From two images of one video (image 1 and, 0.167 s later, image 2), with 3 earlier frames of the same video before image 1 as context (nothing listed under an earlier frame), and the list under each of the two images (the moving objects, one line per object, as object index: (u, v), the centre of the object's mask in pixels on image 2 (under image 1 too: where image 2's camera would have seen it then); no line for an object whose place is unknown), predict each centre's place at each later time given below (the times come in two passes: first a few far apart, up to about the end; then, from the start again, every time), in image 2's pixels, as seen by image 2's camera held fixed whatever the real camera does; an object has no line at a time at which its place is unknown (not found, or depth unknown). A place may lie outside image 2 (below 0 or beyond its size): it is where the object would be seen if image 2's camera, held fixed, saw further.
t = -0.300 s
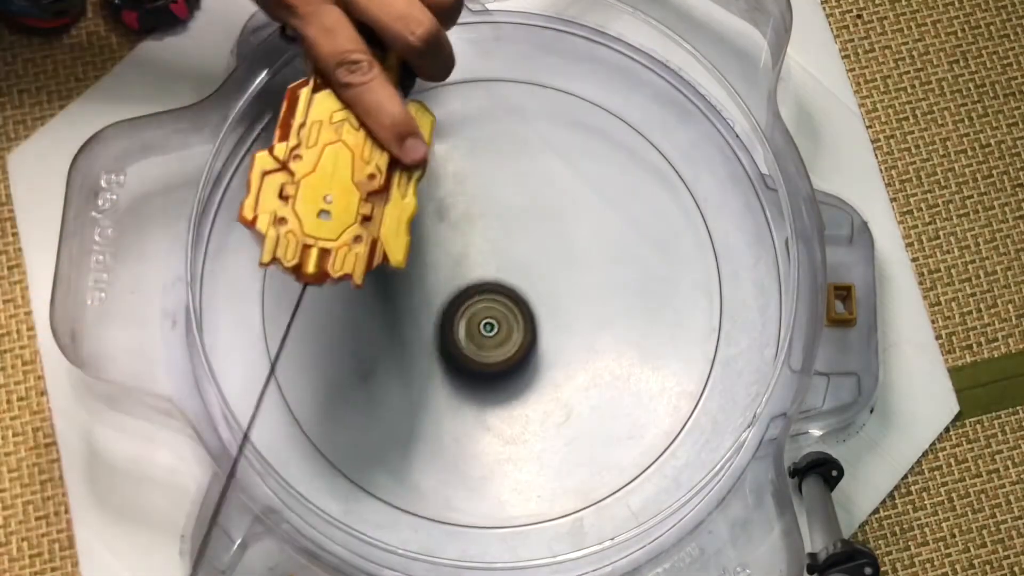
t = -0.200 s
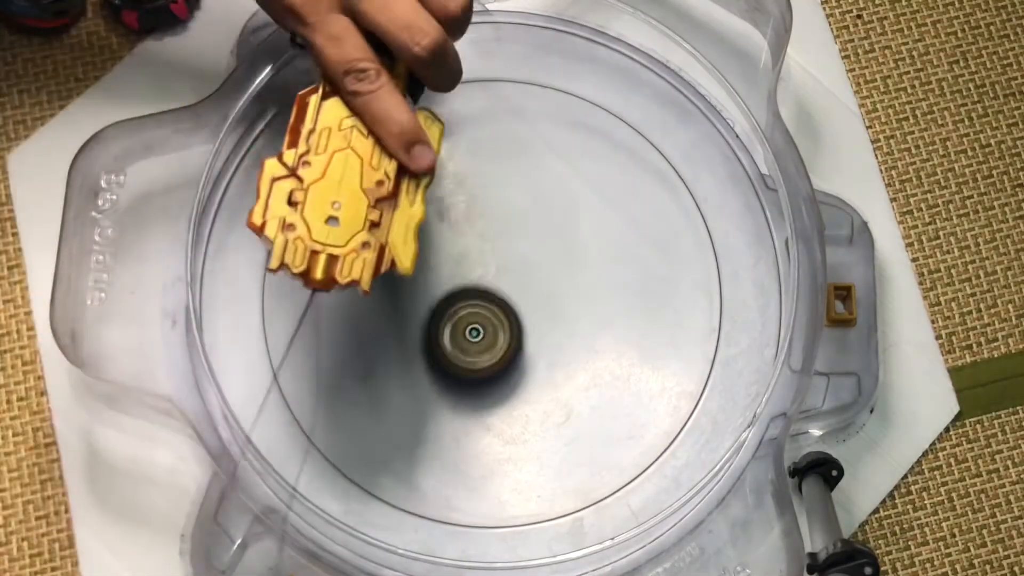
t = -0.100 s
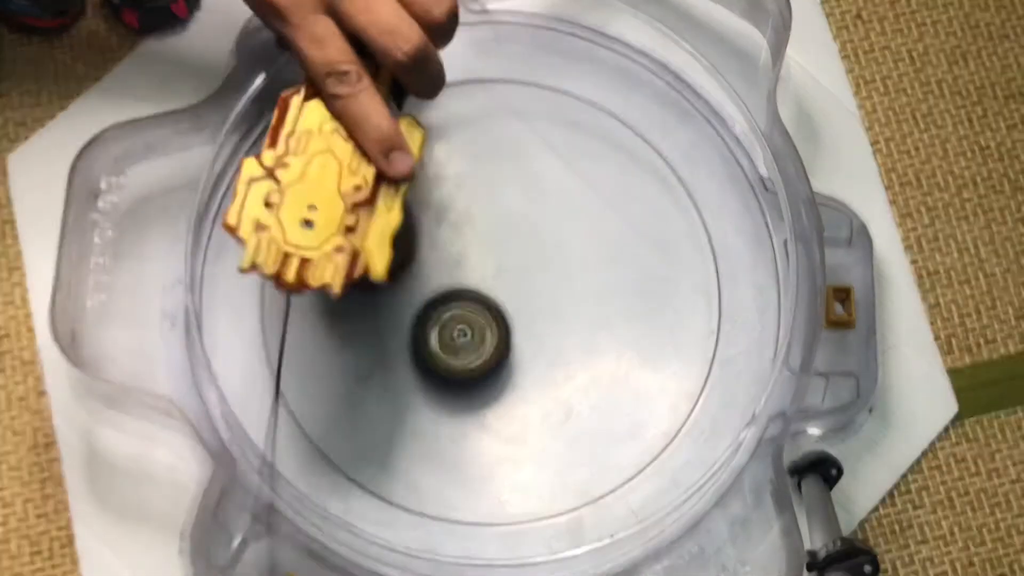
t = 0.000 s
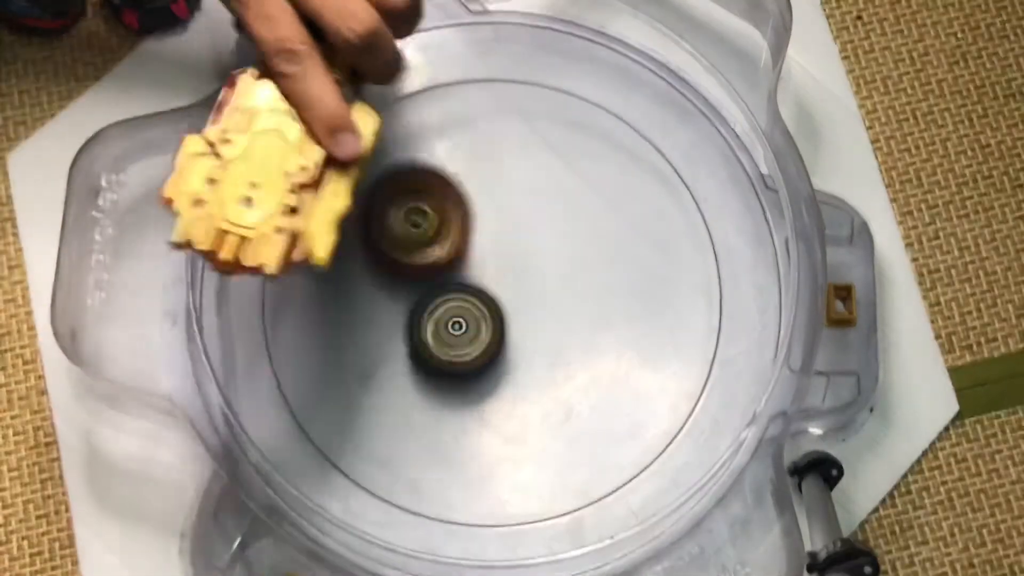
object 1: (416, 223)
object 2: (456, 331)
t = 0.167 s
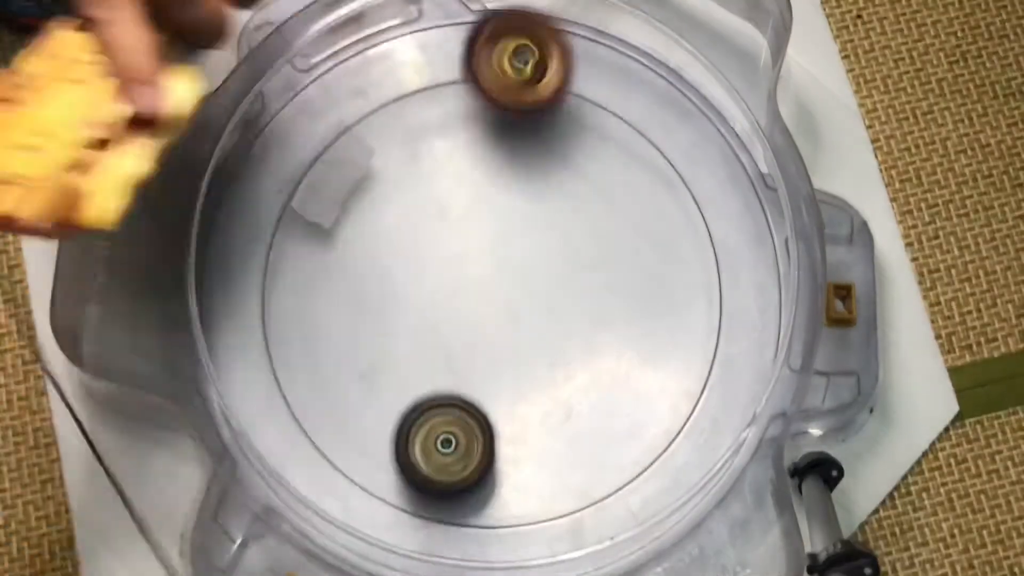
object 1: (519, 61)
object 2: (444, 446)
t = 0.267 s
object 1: (559, 39)
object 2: (437, 447)
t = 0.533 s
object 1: (549, 113)
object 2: (424, 379)
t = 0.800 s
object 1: (460, 172)
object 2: (461, 314)
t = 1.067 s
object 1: (464, 192)
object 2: (499, 299)
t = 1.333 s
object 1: (500, 153)
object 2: (503, 322)
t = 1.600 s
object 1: (544, 196)
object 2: (495, 317)
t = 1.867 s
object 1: (564, 167)
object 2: (482, 312)
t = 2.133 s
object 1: (588, 211)
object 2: (448, 331)
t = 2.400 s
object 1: (584, 219)
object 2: (450, 293)
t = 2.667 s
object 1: (629, 295)
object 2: (446, 279)
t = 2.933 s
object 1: (617, 266)
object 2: (473, 286)
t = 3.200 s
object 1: (630, 326)
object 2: (427, 287)
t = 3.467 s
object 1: (579, 320)
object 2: (464, 281)
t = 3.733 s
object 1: (598, 390)
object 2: (450, 255)
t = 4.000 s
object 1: (553, 355)
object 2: (483, 267)
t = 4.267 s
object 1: (531, 412)
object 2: (478, 231)
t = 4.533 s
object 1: (481, 375)
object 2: (502, 262)
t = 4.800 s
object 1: (442, 518)
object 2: (599, 73)
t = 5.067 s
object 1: (482, 343)
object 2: (645, 162)
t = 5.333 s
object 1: (333, 177)
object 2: (457, 377)
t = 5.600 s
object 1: (363, 131)
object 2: (286, 433)
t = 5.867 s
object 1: (533, 111)
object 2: (410, 434)
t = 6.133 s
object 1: (580, 199)
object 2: (564, 341)
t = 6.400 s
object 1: (548, 172)
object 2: (551, 366)
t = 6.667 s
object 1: (494, 218)
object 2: (461, 331)
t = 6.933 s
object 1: (473, 236)
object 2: (438, 346)
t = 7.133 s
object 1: (495, 237)
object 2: (431, 346)
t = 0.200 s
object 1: (534, 47)
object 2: (441, 450)
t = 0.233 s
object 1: (548, 40)
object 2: (439, 448)
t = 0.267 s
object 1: (559, 39)
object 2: (437, 447)
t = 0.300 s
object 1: (569, 43)
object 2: (436, 442)
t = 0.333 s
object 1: (577, 49)
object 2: (435, 434)
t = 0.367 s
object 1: (580, 54)
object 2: (434, 428)
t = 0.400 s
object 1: (579, 60)
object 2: (431, 421)
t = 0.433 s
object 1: (576, 70)
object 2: (427, 413)
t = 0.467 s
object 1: (571, 81)
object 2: (425, 403)
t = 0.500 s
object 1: (562, 94)
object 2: (424, 392)
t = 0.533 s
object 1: (549, 113)
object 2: (424, 379)
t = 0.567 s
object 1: (533, 137)
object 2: (426, 365)
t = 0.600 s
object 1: (514, 156)
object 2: (429, 352)
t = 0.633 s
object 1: (495, 172)
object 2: (433, 338)
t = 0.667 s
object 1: (477, 183)
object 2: (439, 323)
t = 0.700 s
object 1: (464, 190)
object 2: (446, 311)
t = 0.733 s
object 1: (458, 190)
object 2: (453, 303)
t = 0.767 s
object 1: (460, 179)
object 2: (457, 310)
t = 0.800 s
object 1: (460, 172)
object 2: (461, 314)
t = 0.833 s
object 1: (457, 165)
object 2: (466, 314)
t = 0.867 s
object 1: (455, 163)
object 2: (471, 313)
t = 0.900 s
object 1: (452, 164)
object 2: (477, 311)
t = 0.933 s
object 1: (450, 167)
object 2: (481, 308)
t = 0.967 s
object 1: (449, 172)
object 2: (486, 304)
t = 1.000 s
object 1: (451, 179)
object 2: (490, 301)
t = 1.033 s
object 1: (456, 188)
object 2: (494, 299)
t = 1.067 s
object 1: (464, 192)
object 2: (499, 299)
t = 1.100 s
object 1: (476, 187)
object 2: (501, 307)
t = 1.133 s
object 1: (487, 180)
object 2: (502, 315)
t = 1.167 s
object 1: (494, 173)
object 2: (503, 320)
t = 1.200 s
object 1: (498, 165)
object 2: (504, 322)
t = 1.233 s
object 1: (500, 160)
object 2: (504, 323)
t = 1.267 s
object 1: (501, 156)
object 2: (503, 324)
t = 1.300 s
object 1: (501, 153)
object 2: (503, 323)
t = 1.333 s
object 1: (500, 153)
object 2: (503, 322)
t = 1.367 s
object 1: (500, 155)
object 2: (503, 320)
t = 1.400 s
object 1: (499, 160)
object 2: (502, 318)
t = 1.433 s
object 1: (500, 166)
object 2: (502, 316)
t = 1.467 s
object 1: (503, 175)
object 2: (502, 315)
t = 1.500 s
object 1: (509, 184)
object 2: (501, 312)
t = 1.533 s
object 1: (518, 193)
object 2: (502, 310)
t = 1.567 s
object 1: (529, 199)
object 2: (501, 310)
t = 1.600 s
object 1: (544, 196)
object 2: (495, 317)
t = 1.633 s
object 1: (556, 193)
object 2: (491, 321)
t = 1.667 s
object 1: (565, 189)
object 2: (487, 323)
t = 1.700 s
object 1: (571, 183)
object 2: (485, 324)
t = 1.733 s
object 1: (575, 177)
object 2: (483, 324)
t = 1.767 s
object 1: (575, 173)
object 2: (482, 321)
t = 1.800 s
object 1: (574, 168)
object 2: (482, 319)
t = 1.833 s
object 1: (569, 165)
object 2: (482, 316)
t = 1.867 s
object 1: (564, 167)
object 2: (482, 312)
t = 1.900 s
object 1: (558, 172)
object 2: (482, 309)
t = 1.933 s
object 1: (554, 180)
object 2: (483, 305)
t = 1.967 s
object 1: (550, 193)
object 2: (484, 301)
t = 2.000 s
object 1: (549, 208)
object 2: (484, 299)
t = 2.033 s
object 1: (559, 212)
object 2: (474, 309)
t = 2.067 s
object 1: (570, 213)
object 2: (463, 319)
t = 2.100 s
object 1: (580, 213)
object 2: (454, 326)
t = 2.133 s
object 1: (588, 211)
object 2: (448, 331)
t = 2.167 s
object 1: (594, 209)
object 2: (444, 332)
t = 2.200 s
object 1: (596, 206)
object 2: (443, 331)
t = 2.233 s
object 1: (598, 204)
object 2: (442, 325)
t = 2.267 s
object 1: (597, 204)
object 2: (441, 321)
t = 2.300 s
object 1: (594, 204)
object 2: (442, 314)
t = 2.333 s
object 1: (592, 207)
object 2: (444, 307)
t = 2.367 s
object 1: (588, 213)
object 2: (446, 300)
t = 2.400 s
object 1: (584, 219)
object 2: (450, 293)
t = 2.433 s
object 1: (582, 229)
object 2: (454, 289)
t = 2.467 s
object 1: (581, 239)
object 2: (460, 284)
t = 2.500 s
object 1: (580, 251)
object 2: (465, 283)
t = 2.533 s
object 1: (581, 264)
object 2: (468, 281)
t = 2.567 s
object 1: (594, 275)
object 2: (459, 279)
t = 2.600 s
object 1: (606, 286)
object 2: (452, 280)
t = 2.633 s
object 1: (618, 292)
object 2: (448, 281)
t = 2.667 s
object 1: (629, 295)
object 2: (446, 279)
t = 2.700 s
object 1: (640, 294)
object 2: (446, 282)
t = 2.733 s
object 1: (649, 290)
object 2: (448, 282)
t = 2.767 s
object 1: (655, 284)
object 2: (451, 282)
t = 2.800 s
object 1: (657, 276)
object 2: (454, 283)
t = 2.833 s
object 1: (653, 269)
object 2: (459, 283)
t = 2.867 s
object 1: (644, 264)
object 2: (463, 284)
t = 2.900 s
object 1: (632, 263)
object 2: (468, 285)
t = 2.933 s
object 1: (617, 266)
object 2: (473, 286)
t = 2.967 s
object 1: (601, 273)
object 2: (478, 285)
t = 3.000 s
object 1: (591, 285)
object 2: (477, 288)
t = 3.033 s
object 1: (597, 295)
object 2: (460, 286)
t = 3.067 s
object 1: (604, 306)
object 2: (446, 289)
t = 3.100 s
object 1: (610, 315)
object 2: (437, 287)
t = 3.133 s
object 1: (616, 322)
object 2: (430, 287)
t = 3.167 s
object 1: (624, 325)
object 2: (427, 287)
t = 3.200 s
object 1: (630, 326)
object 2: (427, 287)
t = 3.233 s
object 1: (636, 324)
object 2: (428, 286)
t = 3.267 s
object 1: (638, 320)
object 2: (431, 284)
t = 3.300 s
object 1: (636, 316)
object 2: (435, 283)
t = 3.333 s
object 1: (630, 311)
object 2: (439, 282)
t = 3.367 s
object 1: (620, 308)
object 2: (445, 281)
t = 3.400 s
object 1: (608, 309)
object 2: (451, 281)
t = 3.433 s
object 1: (593, 312)
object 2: (458, 280)
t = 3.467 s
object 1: (579, 320)
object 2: (464, 281)
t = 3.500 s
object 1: (567, 329)
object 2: (468, 280)
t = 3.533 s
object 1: (569, 346)
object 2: (459, 273)
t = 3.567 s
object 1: (571, 360)
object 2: (451, 267)
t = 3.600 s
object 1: (576, 372)
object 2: (447, 262)
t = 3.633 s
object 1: (581, 381)
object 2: (445, 261)
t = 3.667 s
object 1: (587, 387)
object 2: (445, 258)
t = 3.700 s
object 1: (593, 390)
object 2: (448, 257)
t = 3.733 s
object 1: (598, 390)
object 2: (450, 255)
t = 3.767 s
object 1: (601, 387)
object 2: (455, 256)
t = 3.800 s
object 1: (603, 383)
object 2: (460, 255)
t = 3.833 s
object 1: (602, 376)
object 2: (465, 257)
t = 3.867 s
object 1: (597, 369)
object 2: (470, 259)
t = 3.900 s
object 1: (589, 361)
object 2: (475, 263)
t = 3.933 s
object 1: (578, 355)
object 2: (479, 266)
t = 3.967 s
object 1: (564, 351)
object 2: (484, 270)
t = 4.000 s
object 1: (553, 355)
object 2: (483, 267)
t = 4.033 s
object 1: (546, 366)
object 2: (476, 254)
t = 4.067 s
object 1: (540, 377)
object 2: (471, 245)
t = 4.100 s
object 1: (536, 386)
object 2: (469, 238)
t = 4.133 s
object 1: (533, 395)
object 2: (469, 232)
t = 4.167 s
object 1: (532, 402)
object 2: (470, 230)
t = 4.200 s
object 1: (531, 407)
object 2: (472, 231)
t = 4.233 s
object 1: (531, 411)
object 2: (474, 230)
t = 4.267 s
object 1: (531, 412)
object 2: (478, 231)
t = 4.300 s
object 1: (531, 411)
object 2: (481, 232)
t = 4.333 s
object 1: (530, 408)
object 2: (485, 236)
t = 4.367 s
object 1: (527, 403)
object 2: (489, 238)
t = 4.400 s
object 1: (523, 397)
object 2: (492, 243)
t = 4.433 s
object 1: (515, 390)
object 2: (495, 248)
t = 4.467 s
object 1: (507, 384)
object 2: (498, 253)
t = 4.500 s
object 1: (496, 377)
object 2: (500, 258)
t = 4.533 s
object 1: (481, 375)
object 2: (502, 262)
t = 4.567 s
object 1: (456, 416)
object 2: (514, 214)
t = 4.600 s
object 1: (440, 454)
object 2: (529, 164)
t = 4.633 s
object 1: (432, 489)
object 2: (544, 122)
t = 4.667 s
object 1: (433, 503)
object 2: (560, 89)
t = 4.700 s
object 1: (433, 523)
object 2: (571, 75)
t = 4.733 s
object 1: (433, 530)
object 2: (581, 69)
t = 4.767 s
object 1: (438, 524)
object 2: (590, 69)
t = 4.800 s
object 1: (442, 518)
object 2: (599, 73)
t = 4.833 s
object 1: (447, 505)
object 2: (606, 75)
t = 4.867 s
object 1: (456, 491)
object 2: (612, 81)
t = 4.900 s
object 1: (467, 470)
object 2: (619, 88)
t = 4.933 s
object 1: (478, 447)
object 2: (623, 96)
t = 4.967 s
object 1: (484, 423)
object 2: (630, 108)
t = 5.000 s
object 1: (488, 397)
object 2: (637, 121)
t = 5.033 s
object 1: (487, 371)
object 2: (643, 139)
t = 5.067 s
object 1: (482, 343)
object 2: (645, 162)
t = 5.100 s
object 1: (471, 313)
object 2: (645, 193)
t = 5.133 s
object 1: (459, 285)
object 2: (638, 225)
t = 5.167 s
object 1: (443, 259)
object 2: (623, 262)
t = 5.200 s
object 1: (425, 235)
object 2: (600, 294)
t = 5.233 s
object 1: (403, 212)
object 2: (569, 325)
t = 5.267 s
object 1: (381, 195)
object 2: (534, 349)
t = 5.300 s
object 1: (357, 184)
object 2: (496, 366)
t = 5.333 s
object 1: (333, 177)
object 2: (457, 377)
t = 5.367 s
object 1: (315, 176)
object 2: (418, 380)
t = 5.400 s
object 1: (306, 184)
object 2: (383, 375)
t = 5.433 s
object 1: (306, 199)
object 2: (353, 365)
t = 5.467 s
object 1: (310, 217)
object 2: (329, 350)
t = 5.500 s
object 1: (320, 211)
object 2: (308, 356)
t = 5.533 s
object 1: (331, 180)
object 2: (292, 386)
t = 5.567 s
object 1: (343, 150)
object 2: (288, 411)
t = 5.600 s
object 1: (363, 131)
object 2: (286, 433)
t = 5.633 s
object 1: (384, 126)
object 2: (291, 449)
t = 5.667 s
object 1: (410, 118)
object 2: (300, 457)
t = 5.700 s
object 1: (436, 113)
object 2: (314, 458)
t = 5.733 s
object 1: (457, 109)
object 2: (331, 458)
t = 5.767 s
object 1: (478, 106)
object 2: (348, 459)
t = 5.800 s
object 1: (499, 106)
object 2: (367, 454)
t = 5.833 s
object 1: (518, 102)
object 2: (388, 446)
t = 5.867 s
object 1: (533, 111)
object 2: (410, 434)
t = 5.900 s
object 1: (548, 116)
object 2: (434, 421)
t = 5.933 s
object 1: (559, 125)
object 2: (458, 407)
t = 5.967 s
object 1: (568, 135)
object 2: (480, 394)
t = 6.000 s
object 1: (574, 146)
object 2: (502, 382)
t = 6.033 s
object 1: (578, 159)
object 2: (521, 370)
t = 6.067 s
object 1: (580, 172)
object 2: (539, 357)
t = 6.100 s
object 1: (581, 187)
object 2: (554, 348)
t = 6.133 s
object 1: (580, 199)
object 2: (564, 341)
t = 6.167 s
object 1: (578, 211)
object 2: (571, 336)
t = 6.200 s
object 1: (576, 220)
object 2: (573, 335)
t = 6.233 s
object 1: (570, 217)
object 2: (576, 340)
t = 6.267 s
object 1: (567, 206)
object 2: (578, 355)
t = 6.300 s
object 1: (564, 193)
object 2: (575, 361)
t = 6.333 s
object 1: (560, 183)
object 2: (569, 365)
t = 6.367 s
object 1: (556, 176)
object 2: (561, 367)
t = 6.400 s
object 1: (548, 172)
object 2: (551, 366)
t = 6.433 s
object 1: (541, 170)
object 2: (540, 365)
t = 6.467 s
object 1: (532, 171)
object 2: (527, 363)
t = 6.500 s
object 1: (523, 175)
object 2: (515, 358)
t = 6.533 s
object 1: (515, 183)
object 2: (501, 354)
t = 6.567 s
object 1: (508, 191)
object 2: (489, 347)
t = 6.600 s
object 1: (500, 203)
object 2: (479, 338)
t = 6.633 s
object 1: (497, 215)
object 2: (469, 327)
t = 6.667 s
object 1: (494, 218)
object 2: (461, 331)
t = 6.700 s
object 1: (491, 215)
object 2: (454, 344)
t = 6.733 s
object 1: (487, 212)
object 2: (448, 351)
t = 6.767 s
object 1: (482, 212)
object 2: (444, 353)
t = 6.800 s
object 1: (478, 214)
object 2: (443, 353)
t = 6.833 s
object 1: (475, 218)
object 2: (442, 349)
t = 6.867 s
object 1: (473, 224)
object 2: (440, 347)
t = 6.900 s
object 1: (472, 230)
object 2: (439, 347)
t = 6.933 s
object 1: (473, 236)
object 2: (438, 346)
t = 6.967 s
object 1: (475, 236)
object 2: (436, 350)
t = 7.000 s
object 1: (479, 236)
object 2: (435, 352)
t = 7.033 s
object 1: (483, 236)
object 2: (435, 351)
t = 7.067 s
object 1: (488, 236)
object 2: (434, 349)
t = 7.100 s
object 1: (491, 237)
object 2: (433, 347)
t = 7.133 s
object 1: (495, 237)
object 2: (431, 346)
